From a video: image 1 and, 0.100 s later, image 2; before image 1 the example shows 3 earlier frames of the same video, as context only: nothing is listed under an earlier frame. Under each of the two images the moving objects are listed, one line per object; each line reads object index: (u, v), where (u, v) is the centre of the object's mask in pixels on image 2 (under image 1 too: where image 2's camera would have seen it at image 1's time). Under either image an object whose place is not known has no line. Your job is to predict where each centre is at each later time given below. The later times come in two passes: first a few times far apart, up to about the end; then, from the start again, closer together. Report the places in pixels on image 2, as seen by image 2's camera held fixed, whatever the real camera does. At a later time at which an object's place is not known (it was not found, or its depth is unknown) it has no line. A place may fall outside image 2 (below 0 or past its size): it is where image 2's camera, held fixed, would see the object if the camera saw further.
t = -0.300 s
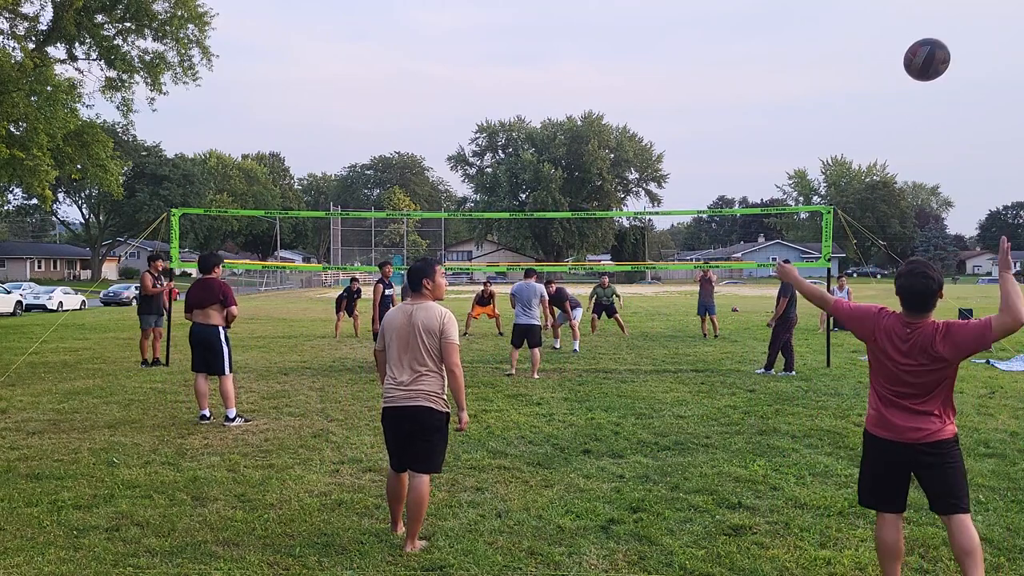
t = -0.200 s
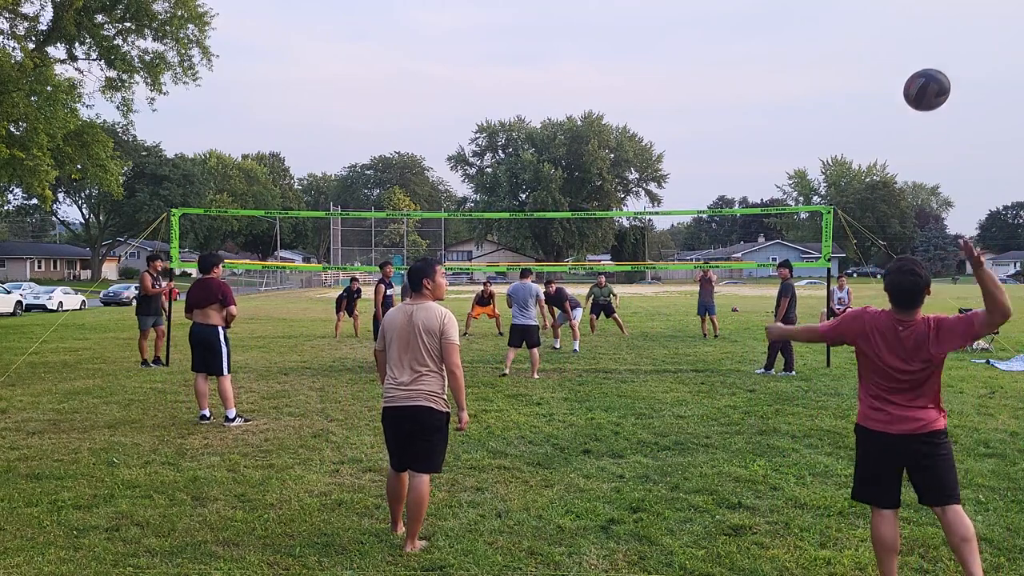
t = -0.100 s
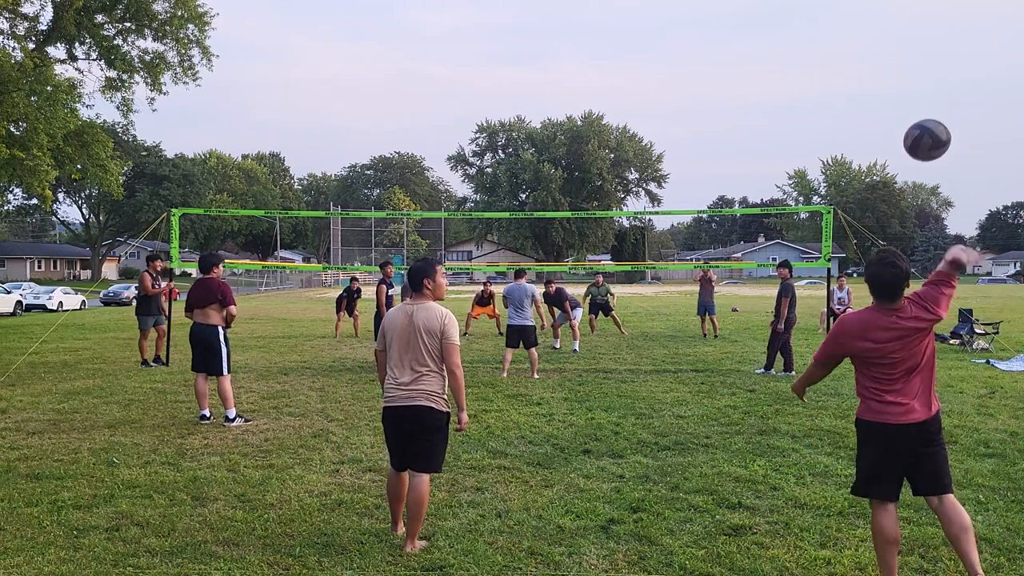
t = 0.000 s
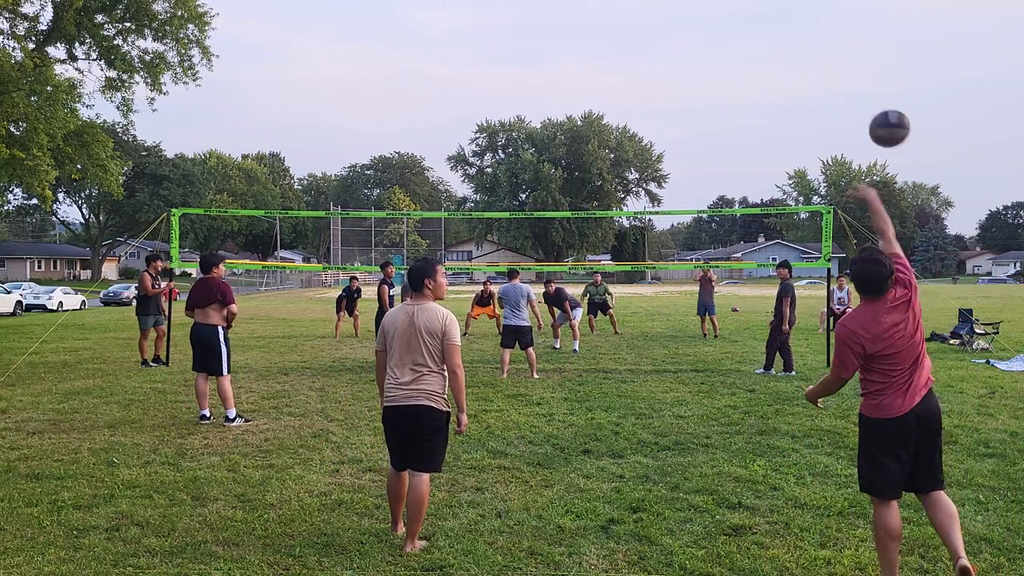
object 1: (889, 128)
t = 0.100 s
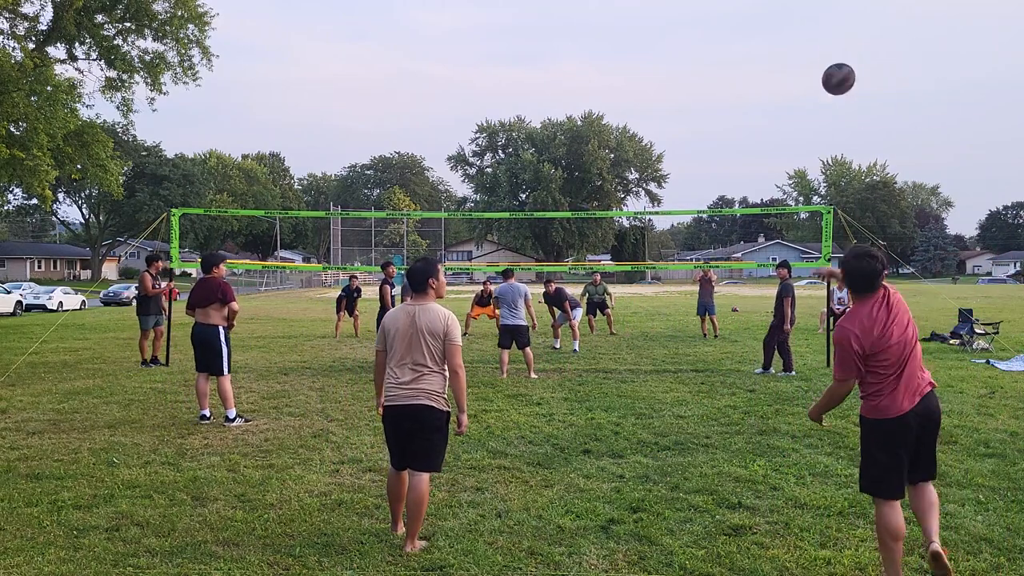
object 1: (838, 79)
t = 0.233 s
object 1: (794, 51)
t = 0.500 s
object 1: (745, 66)
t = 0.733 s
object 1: (723, 113)
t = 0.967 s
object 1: (710, 182)
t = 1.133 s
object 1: (702, 238)
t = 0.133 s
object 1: (825, 69)
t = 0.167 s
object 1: (814, 61)
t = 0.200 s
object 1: (803, 55)
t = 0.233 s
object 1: (794, 51)
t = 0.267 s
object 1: (786, 49)
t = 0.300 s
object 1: (778, 48)
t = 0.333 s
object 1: (772, 49)
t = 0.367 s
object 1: (765, 50)
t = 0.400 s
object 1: (759, 53)
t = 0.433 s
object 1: (754, 57)
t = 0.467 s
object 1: (749, 61)
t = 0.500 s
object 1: (745, 66)
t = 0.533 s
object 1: (740, 71)
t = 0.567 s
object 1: (737, 77)
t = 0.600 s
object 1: (733, 83)
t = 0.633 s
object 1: (730, 90)
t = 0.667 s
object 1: (727, 97)
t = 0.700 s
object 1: (725, 105)
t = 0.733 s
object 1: (723, 113)
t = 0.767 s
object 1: (721, 122)
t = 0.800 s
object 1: (719, 131)
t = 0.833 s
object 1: (717, 141)
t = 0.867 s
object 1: (715, 150)
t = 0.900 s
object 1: (714, 161)
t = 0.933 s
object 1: (712, 171)
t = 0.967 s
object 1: (710, 182)
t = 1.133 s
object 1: (702, 238)
